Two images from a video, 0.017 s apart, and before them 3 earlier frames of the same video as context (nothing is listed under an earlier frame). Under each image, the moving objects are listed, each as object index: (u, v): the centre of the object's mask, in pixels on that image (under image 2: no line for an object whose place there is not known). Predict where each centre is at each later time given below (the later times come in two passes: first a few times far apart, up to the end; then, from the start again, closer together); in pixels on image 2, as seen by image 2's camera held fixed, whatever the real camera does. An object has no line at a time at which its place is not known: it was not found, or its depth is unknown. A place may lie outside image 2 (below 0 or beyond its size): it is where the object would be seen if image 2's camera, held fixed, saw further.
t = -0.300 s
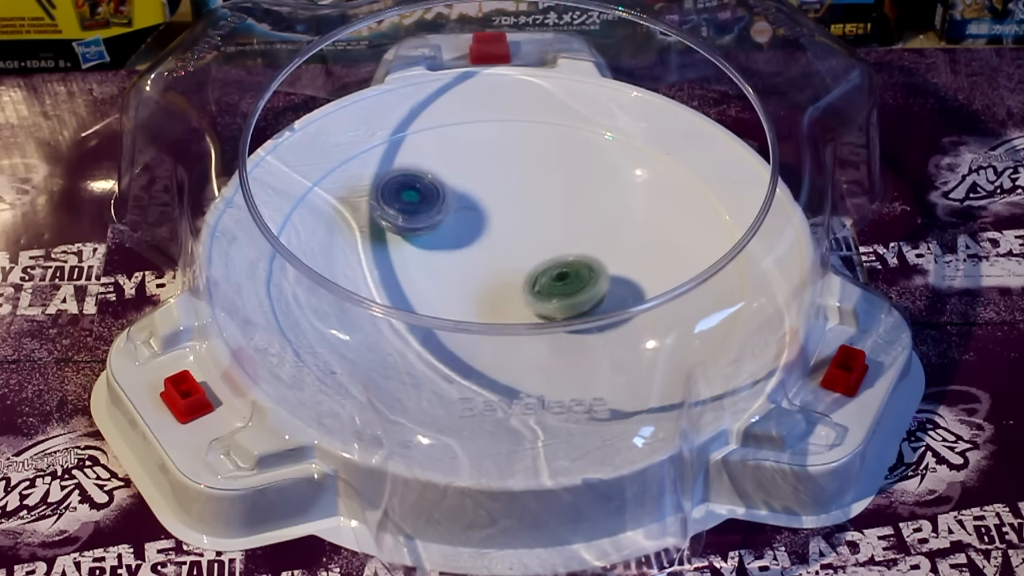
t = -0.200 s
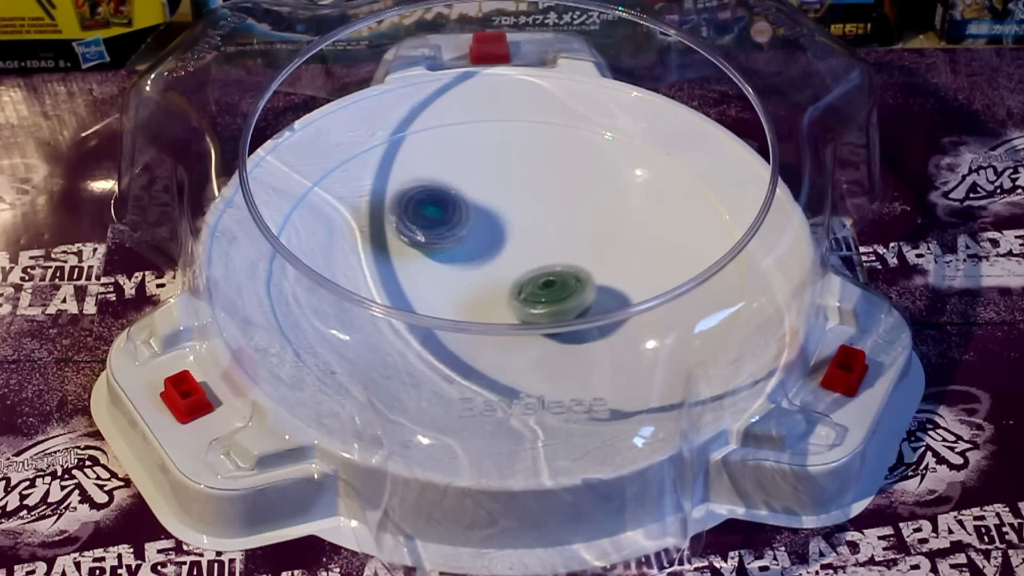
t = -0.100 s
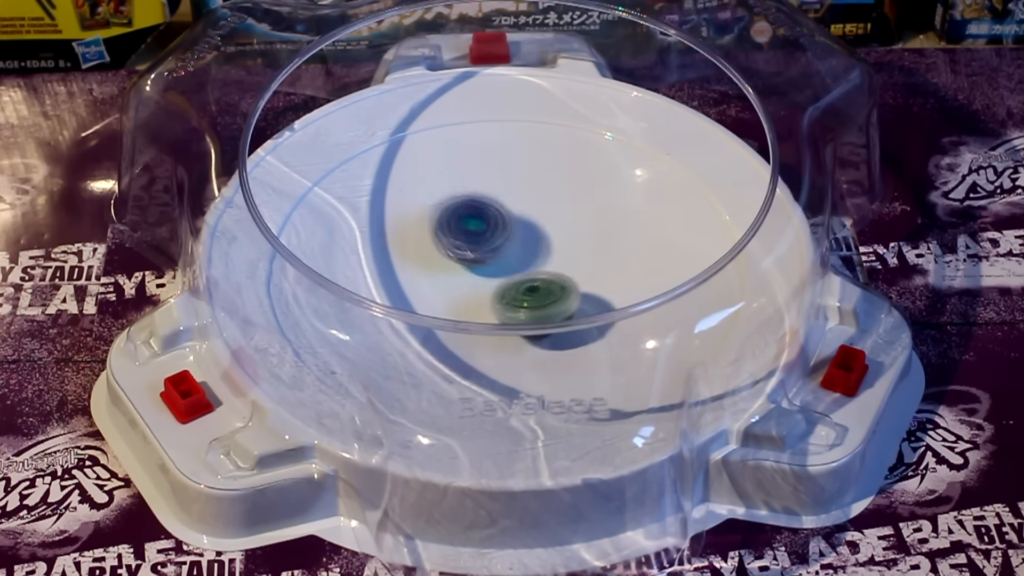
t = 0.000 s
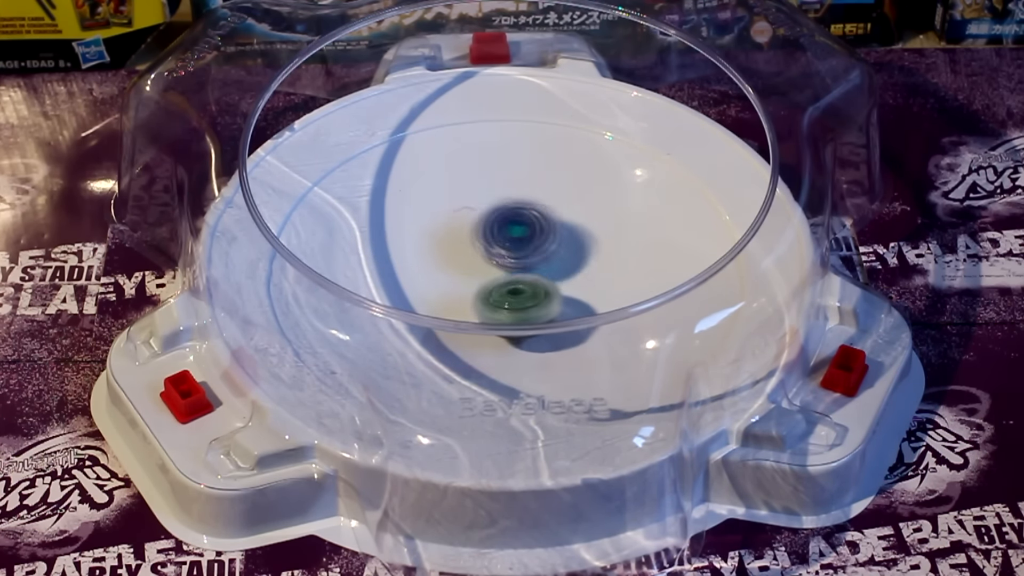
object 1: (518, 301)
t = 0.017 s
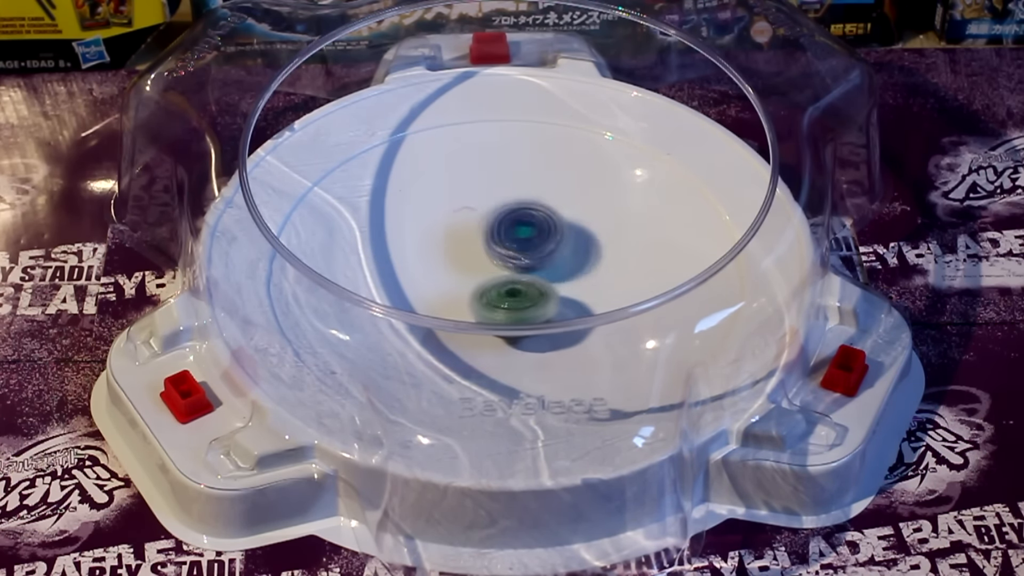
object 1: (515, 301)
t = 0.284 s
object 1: (477, 293)
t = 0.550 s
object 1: (466, 268)
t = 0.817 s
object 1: (470, 234)
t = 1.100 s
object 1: (500, 225)
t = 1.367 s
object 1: (539, 238)
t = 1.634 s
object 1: (571, 247)
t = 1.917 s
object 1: (555, 276)
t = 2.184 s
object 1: (532, 298)
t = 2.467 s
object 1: (500, 295)
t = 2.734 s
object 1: (480, 274)
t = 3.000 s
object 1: (491, 246)
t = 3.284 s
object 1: (526, 234)
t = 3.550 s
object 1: (556, 246)
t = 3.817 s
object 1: (561, 271)
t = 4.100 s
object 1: (533, 290)
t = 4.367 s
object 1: (496, 288)
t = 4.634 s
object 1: (481, 268)
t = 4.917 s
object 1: (482, 254)
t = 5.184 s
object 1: (503, 254)
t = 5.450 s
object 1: (499, 258)
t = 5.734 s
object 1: (495, 263)
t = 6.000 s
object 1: (477, 227)
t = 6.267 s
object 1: (491, 225)
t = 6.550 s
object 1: (523, 241)
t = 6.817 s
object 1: (541, 255)
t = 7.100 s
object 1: (538, 261)
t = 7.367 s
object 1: (521, 263)
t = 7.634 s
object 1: (507, 261)
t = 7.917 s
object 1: (506, 258)
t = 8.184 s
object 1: (514, 259)
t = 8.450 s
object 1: (525, 266)
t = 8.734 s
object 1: (528, 274)
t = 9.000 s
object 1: (524, 275)
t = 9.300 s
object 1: (518, 268)
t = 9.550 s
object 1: (520, 260)
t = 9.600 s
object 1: (521, 259)
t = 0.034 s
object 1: (512, 301)
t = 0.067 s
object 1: (507, 300)
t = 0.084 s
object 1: (503, 301)
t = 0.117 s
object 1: (498, 300)
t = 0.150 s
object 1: (493, 299)
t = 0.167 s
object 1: (490, 298)
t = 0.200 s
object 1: (486, 297)
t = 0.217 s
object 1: (484, 296)
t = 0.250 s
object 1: (480, 295)
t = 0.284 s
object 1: (477, 293)
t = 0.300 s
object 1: (475, 292)
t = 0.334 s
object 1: (472, 290)
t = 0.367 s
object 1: (470, 287)
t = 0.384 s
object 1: (468, 286)
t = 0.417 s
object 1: (467, 283)
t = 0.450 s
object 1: (465, 279)
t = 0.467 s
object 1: (465, 277)
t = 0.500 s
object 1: (465, 274)
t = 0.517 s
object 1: (466, 272)
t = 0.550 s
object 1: (466, 268)
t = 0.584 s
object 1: (466, 264)
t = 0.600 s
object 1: (468, 262)
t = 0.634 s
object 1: (469, 258)
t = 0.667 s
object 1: (471, 254)
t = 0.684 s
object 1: (473, 253)
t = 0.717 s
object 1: (474, 249)
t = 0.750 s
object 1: (470, 243)
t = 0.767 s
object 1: (469, 240)
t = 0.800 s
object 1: (469, 236)
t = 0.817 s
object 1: (470, 234)
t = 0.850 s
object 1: (472, 232)
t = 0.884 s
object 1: (475, 230)
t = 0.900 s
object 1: (477, 229)
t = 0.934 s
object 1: (480, 227)
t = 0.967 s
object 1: (483, 226)
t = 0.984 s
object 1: (485, 226)
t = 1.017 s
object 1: (489, 225)
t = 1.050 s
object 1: (493, 225)
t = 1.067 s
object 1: (495, 225)
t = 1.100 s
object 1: (500, 225)
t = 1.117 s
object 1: (503, 225)
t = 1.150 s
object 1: (507, 226)
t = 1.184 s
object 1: (512, 227)
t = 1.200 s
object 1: (515, 228)
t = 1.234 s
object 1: (519, 229)
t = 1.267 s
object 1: (525, 231)
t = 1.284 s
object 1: (527, 232)
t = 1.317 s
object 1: (532, 234)
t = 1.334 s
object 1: (534, 235)
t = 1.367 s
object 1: (539, 238)
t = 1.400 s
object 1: (547, 237)
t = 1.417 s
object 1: (552, 236)
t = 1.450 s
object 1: (559, 235)
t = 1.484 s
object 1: (564, 236)
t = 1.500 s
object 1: (565, 237)
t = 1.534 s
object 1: (568, 239)
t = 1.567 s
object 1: (570, 242)
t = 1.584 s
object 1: (570, 243)
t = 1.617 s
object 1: (571, 246)
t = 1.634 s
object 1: (571, 247)
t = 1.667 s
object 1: (572, 250)
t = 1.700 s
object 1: (571, 253)
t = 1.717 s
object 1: (571, 256)
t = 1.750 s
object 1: (570, 259)
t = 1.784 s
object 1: (568, 263)
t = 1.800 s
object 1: (566, 265)
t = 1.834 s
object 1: (563, 268)
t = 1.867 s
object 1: (560, 271)
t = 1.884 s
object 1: (558, 273)
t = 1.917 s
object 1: (555, 276)
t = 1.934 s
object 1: (553, 277)
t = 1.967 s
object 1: (548, 280)
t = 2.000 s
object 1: (544, 283)
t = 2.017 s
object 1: (542, 284)
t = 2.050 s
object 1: (539, 287)
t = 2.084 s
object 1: (540, 291)
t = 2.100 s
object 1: (540, 293)
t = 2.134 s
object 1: (538, 296)
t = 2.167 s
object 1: (534, 297)
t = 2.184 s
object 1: (532, 298)
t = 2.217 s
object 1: (529, 298)
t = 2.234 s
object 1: (527, 299)
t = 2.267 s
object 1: (522, 299)
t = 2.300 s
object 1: (519, 299)
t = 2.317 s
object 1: (516, 299)
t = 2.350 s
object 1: (512, 299)
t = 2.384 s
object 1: (508, 298)
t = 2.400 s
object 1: (506, 298)
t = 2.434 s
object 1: (503, 297)
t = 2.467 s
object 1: (500, 295)
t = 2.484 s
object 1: (498, 294)
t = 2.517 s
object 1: (495, 293)
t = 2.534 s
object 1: (493, 292)
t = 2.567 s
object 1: (490, 290)
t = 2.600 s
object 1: (487, 288)
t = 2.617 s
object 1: (485, 286)
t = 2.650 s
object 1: (483, 283)
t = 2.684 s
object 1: (481, 279)
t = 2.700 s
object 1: (481, 278)
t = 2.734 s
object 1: (480, 274)
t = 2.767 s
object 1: (479, 270)
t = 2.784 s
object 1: (479, 268)
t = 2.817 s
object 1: (479, 264)
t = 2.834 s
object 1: (480, 262)
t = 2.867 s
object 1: (481, 259)
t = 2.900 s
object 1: (483, 255)
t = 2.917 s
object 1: (483, 253)
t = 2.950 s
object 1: (486, 250)
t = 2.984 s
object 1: (489, 247)
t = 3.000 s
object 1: (491, 246)
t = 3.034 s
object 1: (494, 243)
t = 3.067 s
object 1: (497, 241)
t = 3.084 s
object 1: (500, 240)
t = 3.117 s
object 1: (504, 238)
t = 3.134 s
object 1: (506, 237)
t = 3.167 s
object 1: (510, 236)
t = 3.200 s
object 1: (515, 235)
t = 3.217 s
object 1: (517, 235)
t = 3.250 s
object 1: (522, 234)
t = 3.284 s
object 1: (526, 234)
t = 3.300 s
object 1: (529, 235)
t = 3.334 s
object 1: (533, 235)
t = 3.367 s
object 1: (537, 236)
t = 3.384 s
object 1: (540, 237)
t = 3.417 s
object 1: (544, 238)
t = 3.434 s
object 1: (545, 239)
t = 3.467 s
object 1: (549, 241)
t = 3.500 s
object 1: (552, 243)
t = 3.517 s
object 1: (553, 244)
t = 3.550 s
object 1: (556, 246)
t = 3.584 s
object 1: (559, 249)
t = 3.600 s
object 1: (560, 250)
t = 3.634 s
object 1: (561, 253)
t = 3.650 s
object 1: (561, 254)
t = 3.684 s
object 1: (562, 258)
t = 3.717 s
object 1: (562, 261)
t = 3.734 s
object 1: (562, 263)
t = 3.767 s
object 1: (562, 267)
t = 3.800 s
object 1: (561, 270)
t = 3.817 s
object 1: (561, 271)
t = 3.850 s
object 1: (559, 275)
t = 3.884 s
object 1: (557, 278)
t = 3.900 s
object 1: (555, 279)
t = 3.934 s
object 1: (553, 282)
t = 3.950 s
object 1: (551, 283)
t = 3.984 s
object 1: (547, 286)
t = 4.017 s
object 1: (543, 288)
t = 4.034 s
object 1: (541, 288)
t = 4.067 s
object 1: (537, 289)
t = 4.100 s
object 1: (533, 290)
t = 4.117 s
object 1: (530, 291)
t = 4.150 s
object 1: (526, 291)
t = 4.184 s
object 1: (521, 291)
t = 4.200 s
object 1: (519, 291)
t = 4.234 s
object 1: (514, 291)
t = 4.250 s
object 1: (512, 291)
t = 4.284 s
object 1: (507, 291)
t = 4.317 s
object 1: (503, 290)
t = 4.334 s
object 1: (500, 290)
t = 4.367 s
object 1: (496, 288)
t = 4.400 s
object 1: (493, 286)
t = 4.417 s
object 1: (491, 285)
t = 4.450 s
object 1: (489, 283)
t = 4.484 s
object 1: (486, 281)
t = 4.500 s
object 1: (485, 279)
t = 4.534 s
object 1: (483, 277)
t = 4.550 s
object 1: (482, 276)
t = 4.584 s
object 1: (482, 273)
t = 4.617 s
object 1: (481, 270)
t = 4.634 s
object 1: (481, 268)
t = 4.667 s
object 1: (482, 266)
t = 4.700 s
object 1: (483, 263)
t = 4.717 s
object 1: (483, 262)
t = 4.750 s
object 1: (484, 259)
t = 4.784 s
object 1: (486, 257)
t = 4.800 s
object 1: (488, 256)
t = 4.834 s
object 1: (485, 255)
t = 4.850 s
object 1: (483, 255)
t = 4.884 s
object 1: (482, 254)
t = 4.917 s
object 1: (482, 254)
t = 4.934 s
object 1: (483, 253)
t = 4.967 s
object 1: (486, 253)
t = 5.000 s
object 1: (488, 253)
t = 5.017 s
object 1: (489, 253)
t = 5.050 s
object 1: (492, 253)
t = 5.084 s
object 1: (495, 253)
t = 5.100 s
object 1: (497, 253)
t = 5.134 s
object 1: (500, 253)
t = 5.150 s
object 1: (501, 253)
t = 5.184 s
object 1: (503, 254)
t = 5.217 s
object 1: (505, 255)
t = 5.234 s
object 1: (507, 255)
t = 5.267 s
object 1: (508, 256)
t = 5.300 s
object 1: (507, 255)
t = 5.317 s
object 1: (503, 255)
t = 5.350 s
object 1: (498, 253)
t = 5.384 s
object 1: (498, 254)
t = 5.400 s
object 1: (499, 255)
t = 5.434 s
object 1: (500, 257)
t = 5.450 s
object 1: (499, 258)
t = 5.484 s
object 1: (499, 261)
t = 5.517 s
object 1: (500, 263)
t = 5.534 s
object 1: (500, 264)
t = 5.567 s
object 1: (501, 267)
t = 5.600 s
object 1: (501, 269)
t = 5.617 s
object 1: (501, 270)
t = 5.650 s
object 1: (501, 273)
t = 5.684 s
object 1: (501, 275)
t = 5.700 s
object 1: (501, 275)
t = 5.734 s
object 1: (495, 263)
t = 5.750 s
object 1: (493, 257)
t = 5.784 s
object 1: (489, 247)
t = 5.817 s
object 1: (487, 241)
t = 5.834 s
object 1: (486, 238)
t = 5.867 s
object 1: (483, 236)
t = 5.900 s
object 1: (481, 233)
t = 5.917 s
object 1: (480, 232)
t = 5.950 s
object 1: (479, 230)
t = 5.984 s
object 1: (478, 228)
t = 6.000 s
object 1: (477, 227)
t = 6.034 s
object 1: (478, 225)
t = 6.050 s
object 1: (478, 224)
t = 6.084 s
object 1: (478, 223)
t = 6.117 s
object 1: (479, 223)
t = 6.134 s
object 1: (480, 223)
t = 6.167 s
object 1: (482, 223)
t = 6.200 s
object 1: (485, 223)
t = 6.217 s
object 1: (486, 223)
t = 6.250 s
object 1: (489, 224)
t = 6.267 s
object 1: (491, 225)
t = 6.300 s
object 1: (494, 226)
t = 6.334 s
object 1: (498, 228)
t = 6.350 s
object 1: (501, 230)
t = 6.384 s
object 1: (504, 232)
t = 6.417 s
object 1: (508, 233)
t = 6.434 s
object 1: (510, 235)
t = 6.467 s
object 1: (513, 237)
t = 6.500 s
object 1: (517, 239)
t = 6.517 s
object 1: (519, 240)
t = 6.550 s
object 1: (523, 241)
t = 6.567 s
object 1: (526, 242)
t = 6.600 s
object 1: (530, 241)
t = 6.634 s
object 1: (532, 242)
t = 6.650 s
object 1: (533, 243)
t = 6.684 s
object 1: (535, 245)
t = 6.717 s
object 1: (537, 248)
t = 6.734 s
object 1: (538, 248)
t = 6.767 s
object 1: (539, 251)
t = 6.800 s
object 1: (540, 254)
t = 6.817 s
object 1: (541, 255)
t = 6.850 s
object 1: (542, 258)
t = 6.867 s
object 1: (541, 259)
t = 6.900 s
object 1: (542, 262)
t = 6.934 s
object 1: (541, 265)
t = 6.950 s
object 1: (541, 266)
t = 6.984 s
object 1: (541, 263)
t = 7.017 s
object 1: (541, 261)
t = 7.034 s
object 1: (541, 260)
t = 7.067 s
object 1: (540, 261)
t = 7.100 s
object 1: (538, 261)
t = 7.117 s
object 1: (538, 261)
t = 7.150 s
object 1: (536, 262)
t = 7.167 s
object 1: (535, 262)
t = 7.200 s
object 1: (533, 263)
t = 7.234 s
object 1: (530, 263)
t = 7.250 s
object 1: (529, 263)
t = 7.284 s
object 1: (527, 263)
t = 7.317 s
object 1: (524, 263)
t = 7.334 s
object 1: (523, 263)
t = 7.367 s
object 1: (521, 263)
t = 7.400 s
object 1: (518, 263)
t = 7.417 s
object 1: (518, 263)
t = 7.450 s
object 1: (515, 262)
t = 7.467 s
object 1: (515, 262)
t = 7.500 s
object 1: (513, 262)
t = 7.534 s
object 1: (511, 262)
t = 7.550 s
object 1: (510, 262)
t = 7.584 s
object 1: (509, 261)
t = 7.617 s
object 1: (508, 261)
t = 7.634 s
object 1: (507, 261)
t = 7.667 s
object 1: (506, 260)
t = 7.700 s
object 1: (506, 260)
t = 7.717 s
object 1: (505, 259)
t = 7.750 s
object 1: (505, 259)
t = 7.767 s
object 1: (505, 259)
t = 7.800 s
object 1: (505, 258)
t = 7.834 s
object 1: (504, 258)
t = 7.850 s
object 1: (505, 258)
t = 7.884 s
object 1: (505, 258)
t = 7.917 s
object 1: (506, 258)
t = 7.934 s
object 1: (506, 258)
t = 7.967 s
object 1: (507, 258)
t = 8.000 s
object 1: (507, 258)
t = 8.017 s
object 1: (507, 258)
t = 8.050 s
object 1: (509, 258)
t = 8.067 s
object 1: (509, 257)
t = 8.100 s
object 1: (511, 258)
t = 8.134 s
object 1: (512, 258)
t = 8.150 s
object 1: (513, 258)
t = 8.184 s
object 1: (514, 259)
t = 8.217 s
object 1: (515, 260)
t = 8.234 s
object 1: (517, 260)
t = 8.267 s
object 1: (518, 261)
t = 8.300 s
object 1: (519, 261)
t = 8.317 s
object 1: (520, 262)
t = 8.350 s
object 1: (522, 263)
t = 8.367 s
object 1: (522, 264)
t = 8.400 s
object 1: (524, 265)
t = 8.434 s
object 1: (525, 266)
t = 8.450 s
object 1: (525, 266)
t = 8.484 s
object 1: (526, 267)
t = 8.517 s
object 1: (527, 269)
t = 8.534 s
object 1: (527, 269)
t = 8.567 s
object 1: (527, 270)
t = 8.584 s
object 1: (528, 270)
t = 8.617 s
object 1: (528, 271)
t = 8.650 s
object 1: (528, 272)
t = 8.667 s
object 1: (529, 272)
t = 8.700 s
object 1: (528, 273)
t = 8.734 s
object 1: (528, 274)
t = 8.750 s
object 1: (528, 274)
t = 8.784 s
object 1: (528, 274)
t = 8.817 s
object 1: (527, 274)
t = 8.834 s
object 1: (527, 275)
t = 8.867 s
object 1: (527, 275)
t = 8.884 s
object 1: (526, 275)
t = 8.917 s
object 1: (526, 275)
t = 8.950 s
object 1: (525, 275)
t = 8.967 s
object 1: (524, 275)
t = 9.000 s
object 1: (524, 275)
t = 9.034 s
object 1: (523, 275)
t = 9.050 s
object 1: (523, 274)
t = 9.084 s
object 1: (522, 273)
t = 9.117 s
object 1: (521, 273)
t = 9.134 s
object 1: (521, 273)
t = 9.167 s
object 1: (520, 272)
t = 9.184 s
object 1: (520, 272)
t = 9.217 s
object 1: (520, 270)
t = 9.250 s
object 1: (519, 269)
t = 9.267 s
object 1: (519, 269)
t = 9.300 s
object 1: (518, 268)
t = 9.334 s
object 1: (518, 266)
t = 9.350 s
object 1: (518, 266)
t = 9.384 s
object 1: (519, 265)
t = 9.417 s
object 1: (518, 264)
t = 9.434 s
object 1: (518, 264)
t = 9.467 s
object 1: (519, 263)
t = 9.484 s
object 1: (519, 262)
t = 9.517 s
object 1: (519, 261)
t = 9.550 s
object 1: (520, 260)
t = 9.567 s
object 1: (520, 260)
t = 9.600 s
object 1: (521, 259)
